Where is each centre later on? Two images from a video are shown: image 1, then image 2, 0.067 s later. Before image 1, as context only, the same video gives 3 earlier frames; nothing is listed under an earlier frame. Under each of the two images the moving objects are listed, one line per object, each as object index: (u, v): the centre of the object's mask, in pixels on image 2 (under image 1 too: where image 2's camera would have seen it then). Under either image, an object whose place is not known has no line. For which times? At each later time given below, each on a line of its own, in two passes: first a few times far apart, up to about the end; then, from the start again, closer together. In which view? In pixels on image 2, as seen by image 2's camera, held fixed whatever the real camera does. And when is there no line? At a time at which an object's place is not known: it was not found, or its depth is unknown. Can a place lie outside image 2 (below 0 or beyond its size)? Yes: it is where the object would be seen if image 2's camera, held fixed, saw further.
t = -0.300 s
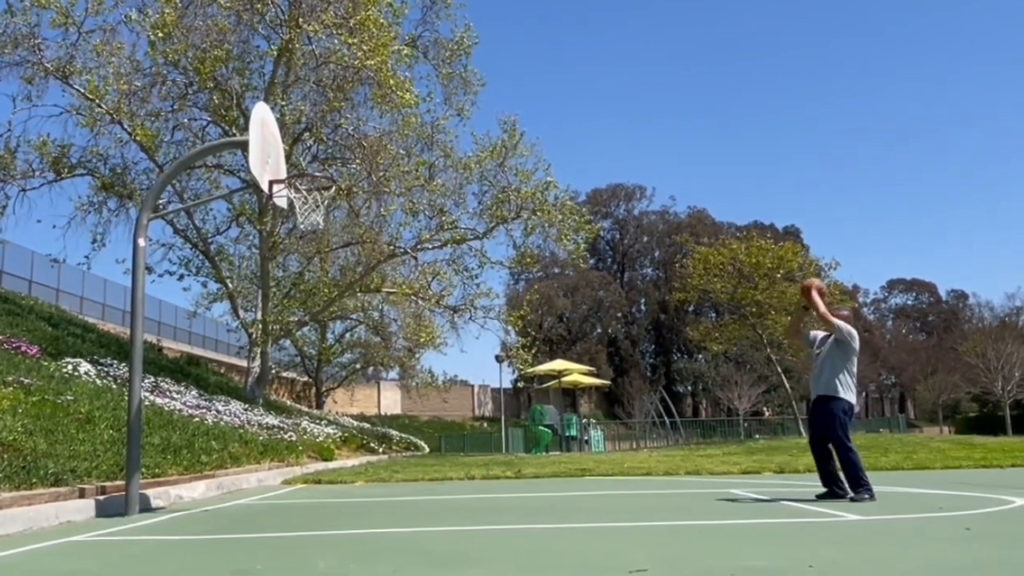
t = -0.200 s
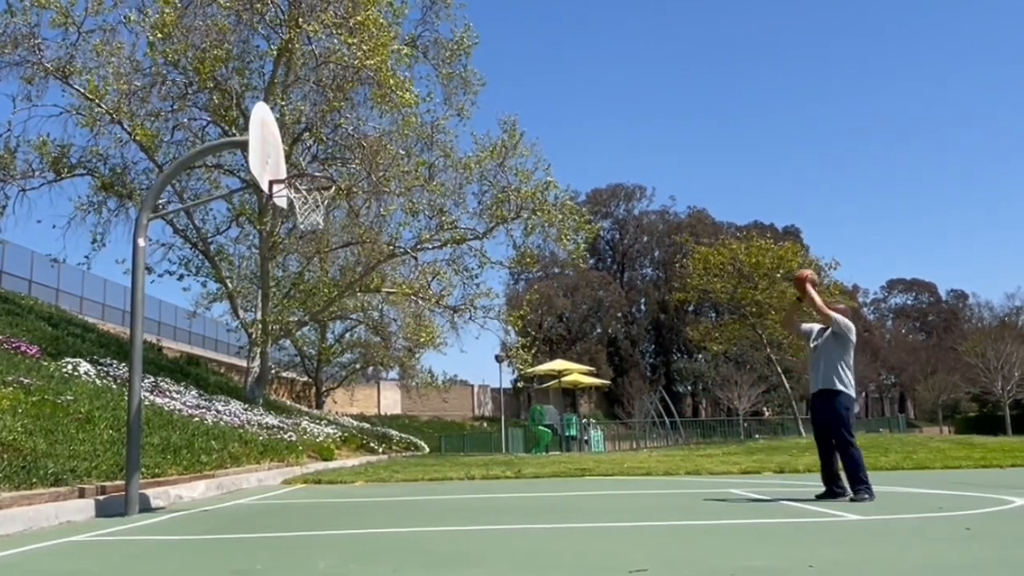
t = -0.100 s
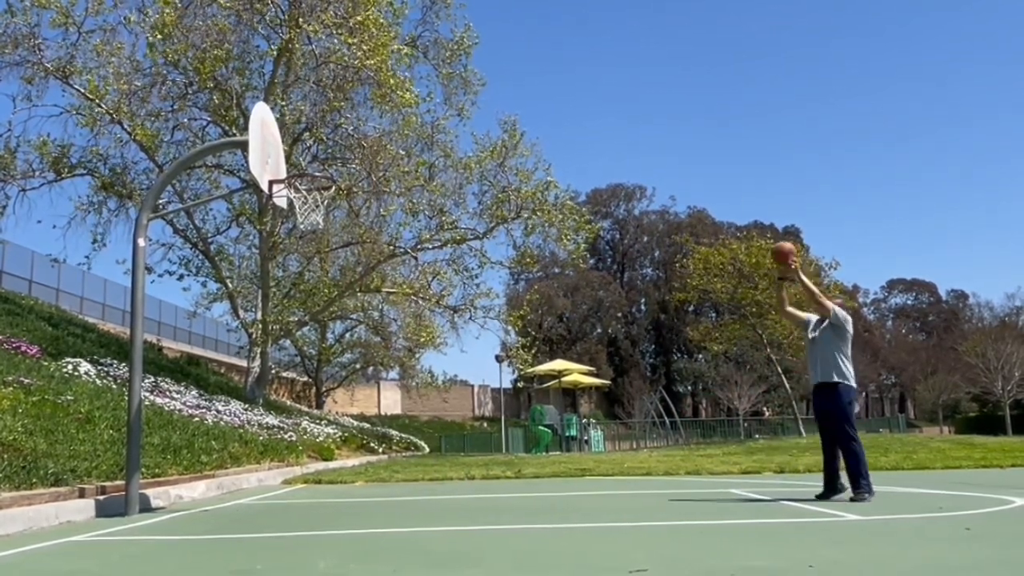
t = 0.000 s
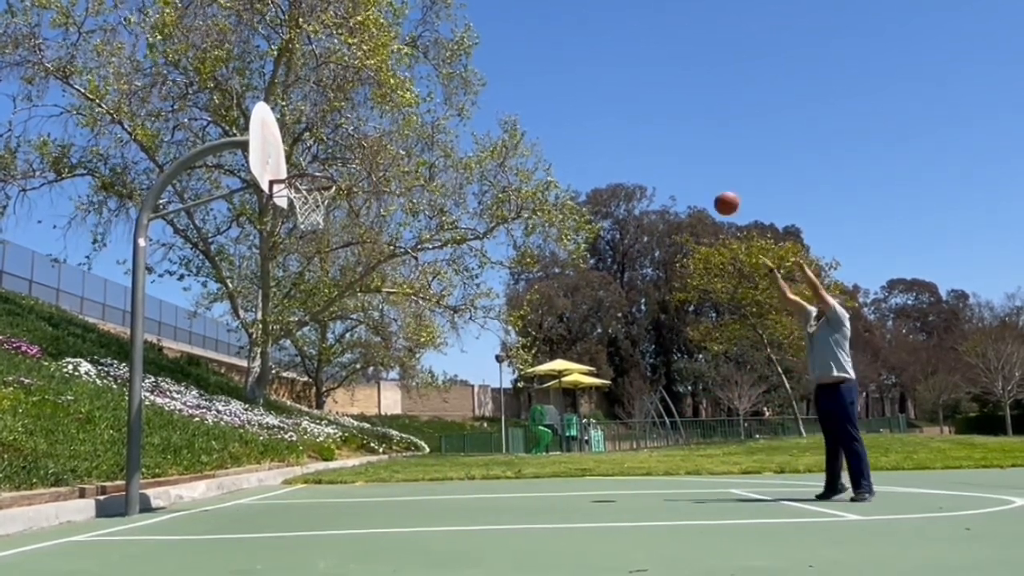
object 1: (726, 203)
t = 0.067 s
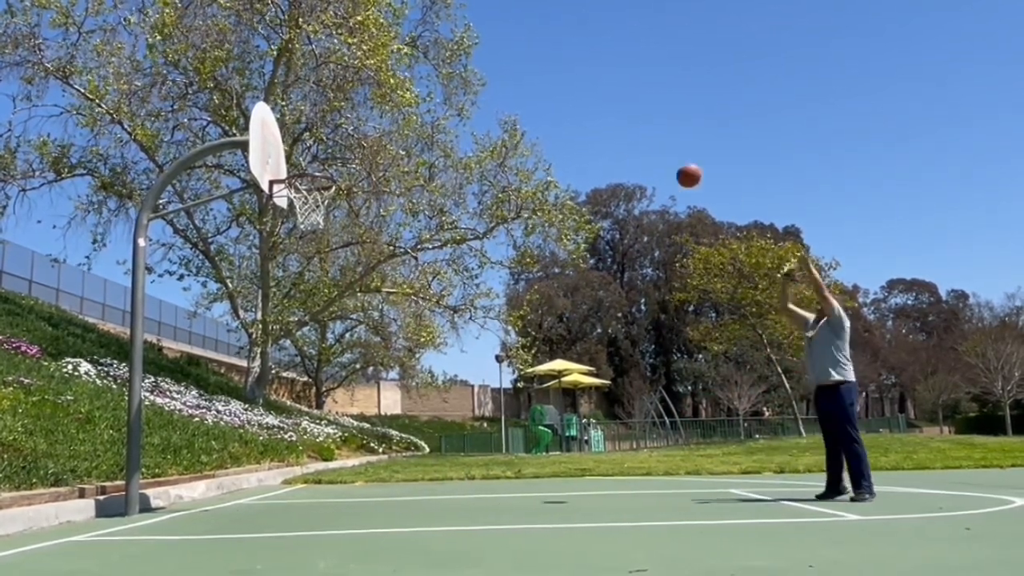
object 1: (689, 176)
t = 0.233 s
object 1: (599, 127)
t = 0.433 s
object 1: (495, 106)
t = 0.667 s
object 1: (377, 129)
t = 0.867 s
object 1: (315, 181)
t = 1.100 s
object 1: (329, 168)
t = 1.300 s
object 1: (364, 193)
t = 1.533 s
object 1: (401, 261)
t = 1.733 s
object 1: (430, 349)
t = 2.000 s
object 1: (461, 466)
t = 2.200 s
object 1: (472, 376)
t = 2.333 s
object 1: (478, 339)
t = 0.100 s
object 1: (670, 164)
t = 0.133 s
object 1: (652, 152)
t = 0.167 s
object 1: (634, 143)
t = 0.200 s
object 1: (616, 134)
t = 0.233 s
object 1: (599, 127)
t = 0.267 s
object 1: (581, 121)
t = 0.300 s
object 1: (564, 116)
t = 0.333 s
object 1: (547, 112)
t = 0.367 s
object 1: (529, 109)
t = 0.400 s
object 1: (512, 107)
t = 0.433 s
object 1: (495, 106)
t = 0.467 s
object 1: (478, 106)
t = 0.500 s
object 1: (461, 107)
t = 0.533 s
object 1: (445, 109)
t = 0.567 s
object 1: (428, 112)
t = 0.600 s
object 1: (411, 117)
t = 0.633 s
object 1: (394, 122)
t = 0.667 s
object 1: (377, 129)
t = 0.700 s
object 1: (360, 136)
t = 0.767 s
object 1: (327, 155)
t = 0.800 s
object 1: (310, 164)
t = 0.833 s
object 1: (295, 174)
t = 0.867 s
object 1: (315, 181)
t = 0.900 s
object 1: (320, 181)
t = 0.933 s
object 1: (307, 176)
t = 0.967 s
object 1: (302, 173)
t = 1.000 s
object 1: (308, 169)
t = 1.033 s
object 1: (316, 166)
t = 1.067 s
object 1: (323, 167)
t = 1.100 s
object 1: (329, 168)
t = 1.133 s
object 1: (335, 171)
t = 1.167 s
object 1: (341, 173)
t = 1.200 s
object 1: (347, 177)
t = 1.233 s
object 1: (353, 181)
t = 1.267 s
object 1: (359, 187)
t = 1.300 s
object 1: (364, 193)
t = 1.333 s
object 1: (370, 200)
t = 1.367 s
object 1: (375, 208)
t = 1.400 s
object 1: (381, 218)
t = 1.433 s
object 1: (386, 227)
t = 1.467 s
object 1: (392, 238)
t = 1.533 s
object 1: (401, 261)
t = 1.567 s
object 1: (406, 274)
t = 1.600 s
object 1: (411, 288)
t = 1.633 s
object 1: (416, 302)
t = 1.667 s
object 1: (421, 316)
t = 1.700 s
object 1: (426, 333)
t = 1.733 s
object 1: (430, 349)
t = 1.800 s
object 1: (439, 385)
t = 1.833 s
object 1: (443, 403)
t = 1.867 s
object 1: (448, 422)
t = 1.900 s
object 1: (452, 443)
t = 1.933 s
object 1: (456, 463)
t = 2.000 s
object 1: (461, 466)
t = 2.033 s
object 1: (464, 447)
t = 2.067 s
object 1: (466, 431)
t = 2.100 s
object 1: (467, 415)
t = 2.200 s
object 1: (472, 376)
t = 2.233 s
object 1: (474, 366)
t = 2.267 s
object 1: (475, 356)
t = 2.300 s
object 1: (477, 347)
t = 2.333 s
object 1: (478, 339)
